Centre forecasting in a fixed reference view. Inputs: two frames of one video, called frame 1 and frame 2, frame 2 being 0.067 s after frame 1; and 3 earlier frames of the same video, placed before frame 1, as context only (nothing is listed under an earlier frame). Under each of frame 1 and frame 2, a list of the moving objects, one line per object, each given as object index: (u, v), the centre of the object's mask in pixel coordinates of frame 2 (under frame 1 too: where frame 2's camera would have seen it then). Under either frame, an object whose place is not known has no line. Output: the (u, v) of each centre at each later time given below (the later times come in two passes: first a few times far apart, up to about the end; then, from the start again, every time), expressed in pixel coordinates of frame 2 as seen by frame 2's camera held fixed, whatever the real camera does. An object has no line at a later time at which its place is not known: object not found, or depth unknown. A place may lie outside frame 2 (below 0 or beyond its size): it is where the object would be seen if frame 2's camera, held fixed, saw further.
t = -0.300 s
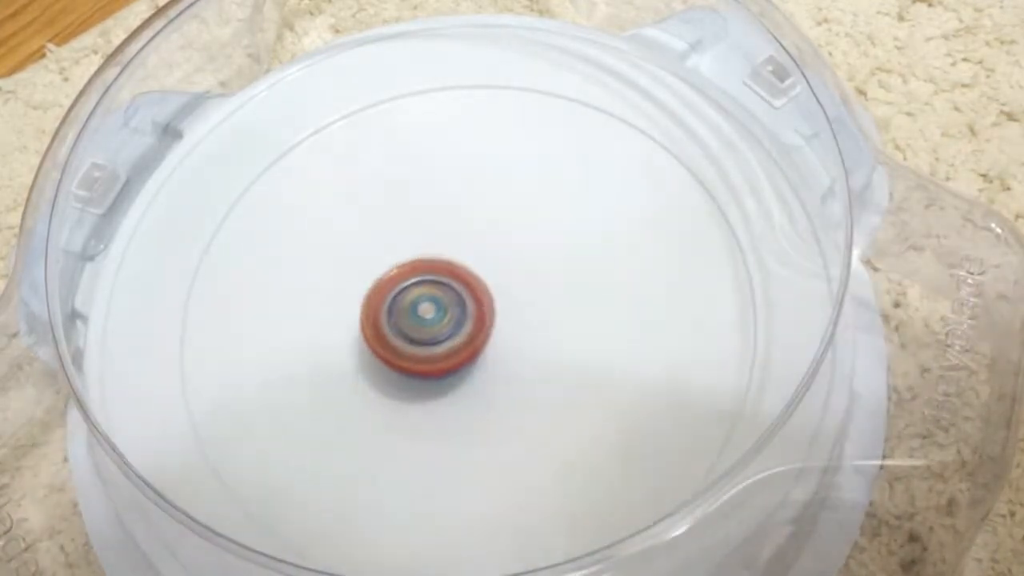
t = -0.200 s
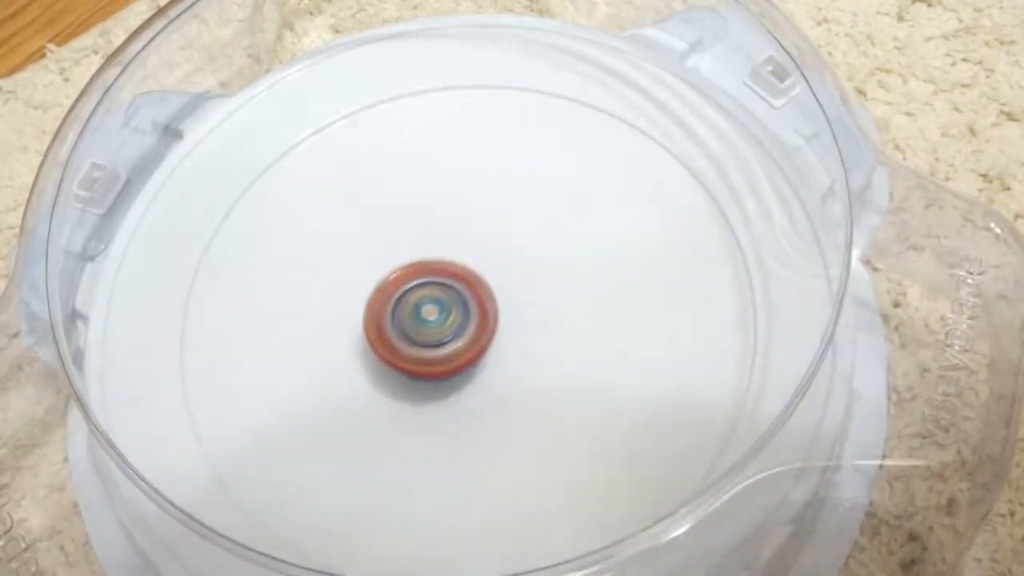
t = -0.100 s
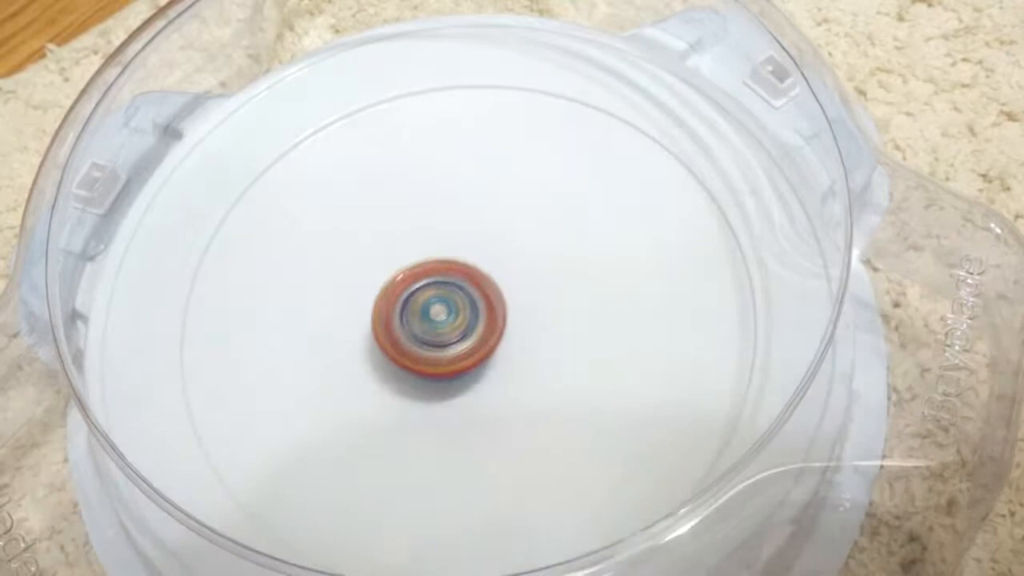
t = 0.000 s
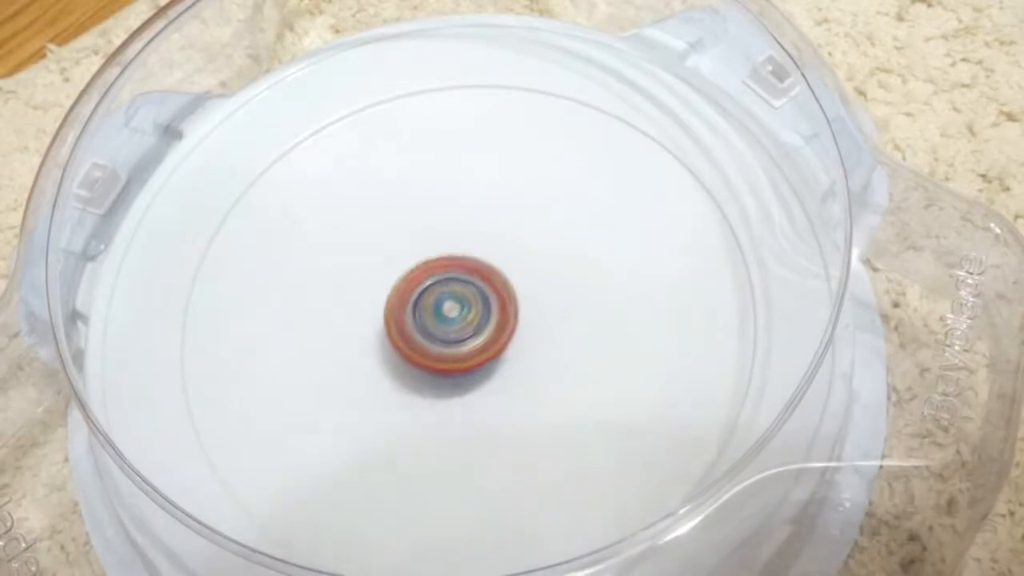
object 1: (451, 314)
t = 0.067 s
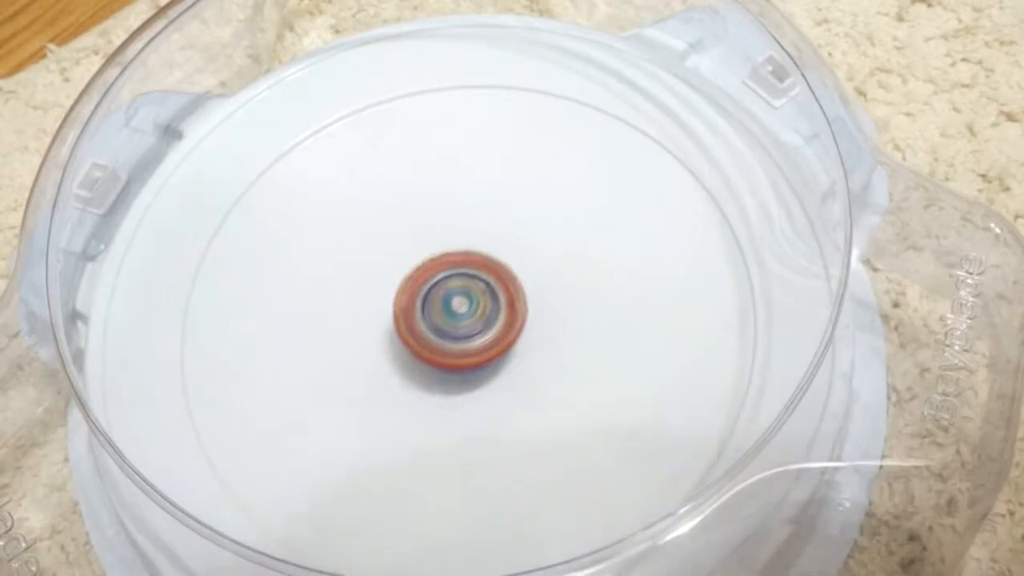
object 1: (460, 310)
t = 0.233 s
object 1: (479, 297)
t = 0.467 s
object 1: (489, 279)
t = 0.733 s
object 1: (477, 281)
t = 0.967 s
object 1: (465, 308)
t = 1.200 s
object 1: (465, 334)
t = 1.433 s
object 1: (475, 341)
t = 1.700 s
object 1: (479, 319)
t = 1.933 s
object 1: (465, 290)
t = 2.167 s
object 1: (444, 275)
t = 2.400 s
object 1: (433, 285)
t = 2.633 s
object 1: (451, 309)
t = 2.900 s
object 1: (489, 323)
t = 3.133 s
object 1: (508, 317)
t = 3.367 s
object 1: (496, 304)
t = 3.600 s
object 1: (461, 300)
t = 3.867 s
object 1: (428, 309)
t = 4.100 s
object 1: (424, 319)
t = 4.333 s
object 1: (454, 320)
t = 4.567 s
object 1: (487, 302)
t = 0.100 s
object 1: (464, 308)
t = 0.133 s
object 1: (468, 305)
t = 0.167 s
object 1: (472, 302)
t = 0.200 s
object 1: (476, 300)
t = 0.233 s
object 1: (479, 297)
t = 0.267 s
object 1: (482, 294)
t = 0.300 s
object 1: (484, 291)
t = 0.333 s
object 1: (486, 288)
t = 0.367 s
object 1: (487, 285)
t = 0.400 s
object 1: (488, 283)
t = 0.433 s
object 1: (489, 281)
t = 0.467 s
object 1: (489, 279)
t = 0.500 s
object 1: (488, 277)
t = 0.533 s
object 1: (488, 277)
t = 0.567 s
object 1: (486, 276)
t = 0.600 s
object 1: (485, 276)
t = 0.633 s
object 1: (483, 277)
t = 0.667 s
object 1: (482, 277)
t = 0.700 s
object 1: (480, 279)
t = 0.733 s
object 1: (477, 281)
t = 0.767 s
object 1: (475, 284)
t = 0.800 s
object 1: (473, 287)
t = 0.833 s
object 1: (471, 291)
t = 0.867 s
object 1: (469, 295)
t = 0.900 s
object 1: (468, 299)
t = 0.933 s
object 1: (466, 303)
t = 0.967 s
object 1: (465, 308)
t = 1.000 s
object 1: (465, 312)
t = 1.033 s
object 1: (464, 316)
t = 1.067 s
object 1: (463, 320)
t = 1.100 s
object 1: (463, 324)
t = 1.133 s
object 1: (463, 327)
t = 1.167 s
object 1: (464, 331)
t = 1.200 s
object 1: (465, 334)
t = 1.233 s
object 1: (466, 337)
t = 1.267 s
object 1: (468, 339)
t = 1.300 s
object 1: (470, 341)
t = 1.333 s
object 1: (471, 341)
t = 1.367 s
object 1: (473, 342)
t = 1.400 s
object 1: (474, 342)
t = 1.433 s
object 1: (475, 341)
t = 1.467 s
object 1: (477, 340)
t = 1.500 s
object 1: (478, 338)
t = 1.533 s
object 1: (478, 336)
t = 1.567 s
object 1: (479, 333)
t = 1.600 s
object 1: (479, 330)
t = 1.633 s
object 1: (479, 327)
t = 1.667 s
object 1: (480, 323)
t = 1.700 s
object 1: (479, 319)
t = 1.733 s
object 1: (478, 315)
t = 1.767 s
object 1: (477, 310)
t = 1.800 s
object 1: (475, 306)
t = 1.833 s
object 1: (473, 301)
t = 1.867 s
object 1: (471, 297)
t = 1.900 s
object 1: (468, 294)
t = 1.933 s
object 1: (465, 290)
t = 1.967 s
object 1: (462, 287)
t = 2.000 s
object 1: (459, 284)
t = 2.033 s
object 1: (456, 281)
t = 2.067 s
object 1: (453, 279)
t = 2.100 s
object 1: (450, 277)
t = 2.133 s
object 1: (447, 276)
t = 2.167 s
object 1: (444, 275)
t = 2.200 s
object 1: (441, 275)
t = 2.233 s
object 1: (438, 275)
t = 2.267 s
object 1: (436, 276)
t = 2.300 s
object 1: (434, 278)
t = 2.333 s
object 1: (433, 280)
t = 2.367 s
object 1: (432, 282)
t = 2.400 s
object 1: (433, 285)
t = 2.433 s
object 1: (434, 288)
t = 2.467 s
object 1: (435, 291)
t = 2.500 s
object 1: (437, 295)
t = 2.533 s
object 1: (439, 298)
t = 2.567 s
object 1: (442, 302)
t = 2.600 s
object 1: (446, 306)
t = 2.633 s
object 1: (451, 309)
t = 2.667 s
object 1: (456, 312)
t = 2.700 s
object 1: (461, 314)
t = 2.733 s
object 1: (466, 317)
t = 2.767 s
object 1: (471, 318)
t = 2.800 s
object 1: (476, 319)
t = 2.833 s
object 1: (480, 321)
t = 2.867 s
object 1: (484, 323)
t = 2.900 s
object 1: (489, 323)
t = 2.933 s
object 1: (494, 323)
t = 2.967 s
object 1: (498, 323)
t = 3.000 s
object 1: (501, 322)
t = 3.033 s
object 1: (504, 321)
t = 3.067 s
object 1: (506, 320)
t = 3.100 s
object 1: (507, 318)
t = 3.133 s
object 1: (508, 317)
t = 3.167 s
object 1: (509, 315)
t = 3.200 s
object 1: (509, 314)
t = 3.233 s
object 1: (508, 311)
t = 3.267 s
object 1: (507, 309)
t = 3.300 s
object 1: (504, 307)
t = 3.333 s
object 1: (500, 305)
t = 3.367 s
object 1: (496, 304)
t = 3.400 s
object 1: (492, 303)
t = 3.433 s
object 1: (488, 302)
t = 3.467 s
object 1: (484, 300)
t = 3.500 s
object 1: (478, 299)
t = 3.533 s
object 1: (473, 299)
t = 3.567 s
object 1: (467, 299)
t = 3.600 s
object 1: (461, 300)
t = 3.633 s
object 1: (456, 300)
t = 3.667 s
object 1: (451, 301)
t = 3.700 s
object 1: (447, 302)
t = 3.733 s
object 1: (442, 303)
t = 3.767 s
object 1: (438, 303)
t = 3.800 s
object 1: (434, 305)
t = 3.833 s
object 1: (430, 307)
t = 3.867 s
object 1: (428, 309)
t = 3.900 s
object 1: (425, 311)
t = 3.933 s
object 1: (424, 312)
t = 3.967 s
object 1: (423, 314)
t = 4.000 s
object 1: (422, 315)
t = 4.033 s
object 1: (422, 316)
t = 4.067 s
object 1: (423, 318)
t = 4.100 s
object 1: (424, 319)
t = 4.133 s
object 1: (427, 320)
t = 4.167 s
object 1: (430, 321)
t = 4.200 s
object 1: (433, 321)
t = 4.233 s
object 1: (437, 322)
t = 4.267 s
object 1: (442, 322)
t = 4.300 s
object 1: (448, 321)
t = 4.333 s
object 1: (454, 320)
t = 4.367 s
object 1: (459, 317)
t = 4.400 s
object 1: (463, 315)
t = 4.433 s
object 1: (468, 313)
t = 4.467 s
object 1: (473, 311)
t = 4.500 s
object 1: (478, 309)
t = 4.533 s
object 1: (483, 306)
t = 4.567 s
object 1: (487, 302)
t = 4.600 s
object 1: (490, 299)
